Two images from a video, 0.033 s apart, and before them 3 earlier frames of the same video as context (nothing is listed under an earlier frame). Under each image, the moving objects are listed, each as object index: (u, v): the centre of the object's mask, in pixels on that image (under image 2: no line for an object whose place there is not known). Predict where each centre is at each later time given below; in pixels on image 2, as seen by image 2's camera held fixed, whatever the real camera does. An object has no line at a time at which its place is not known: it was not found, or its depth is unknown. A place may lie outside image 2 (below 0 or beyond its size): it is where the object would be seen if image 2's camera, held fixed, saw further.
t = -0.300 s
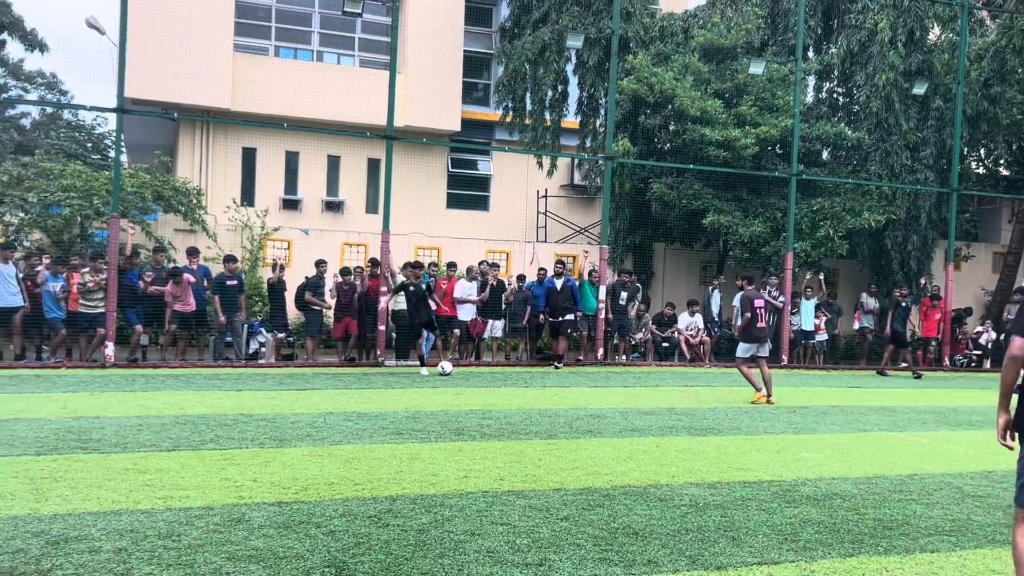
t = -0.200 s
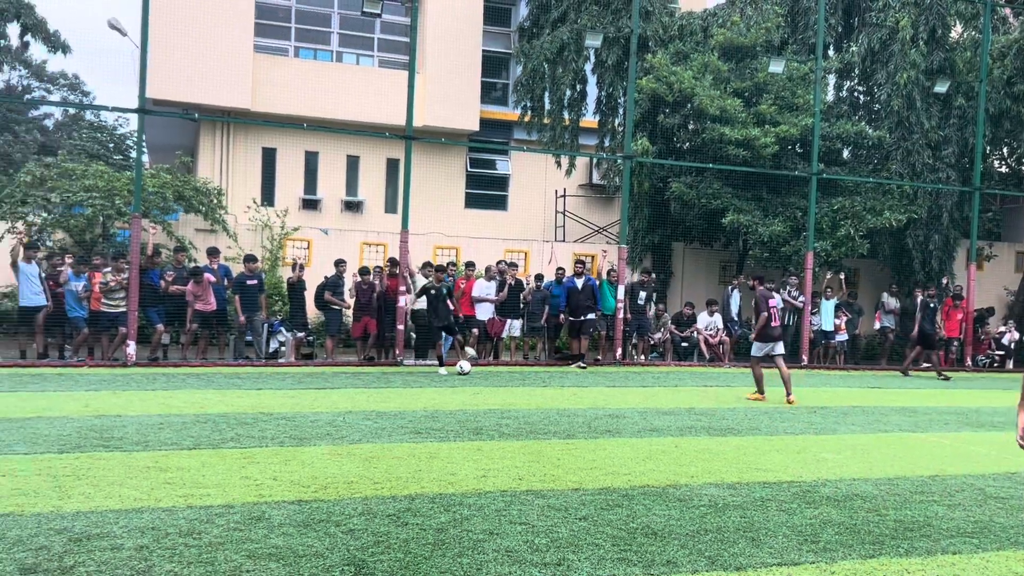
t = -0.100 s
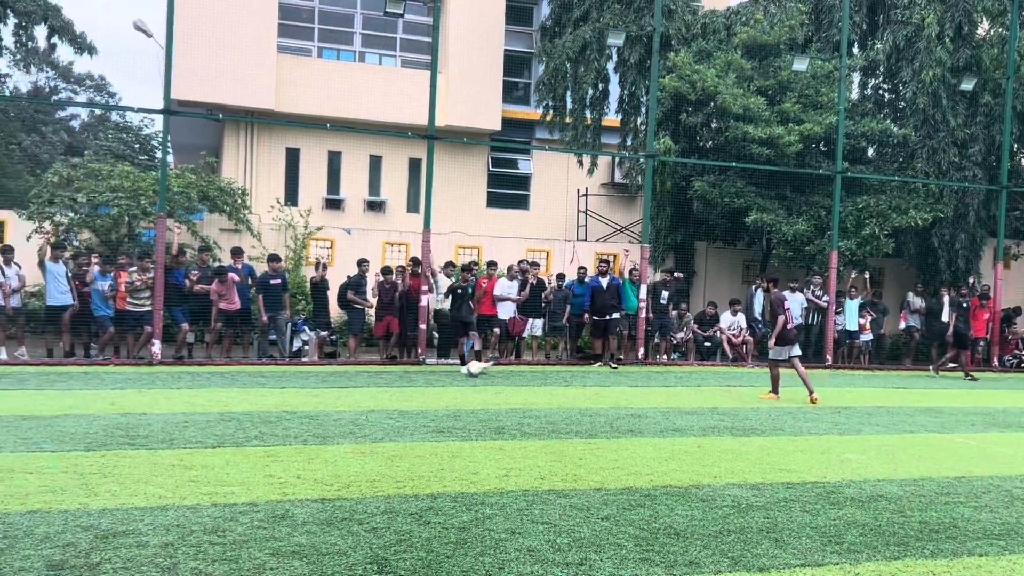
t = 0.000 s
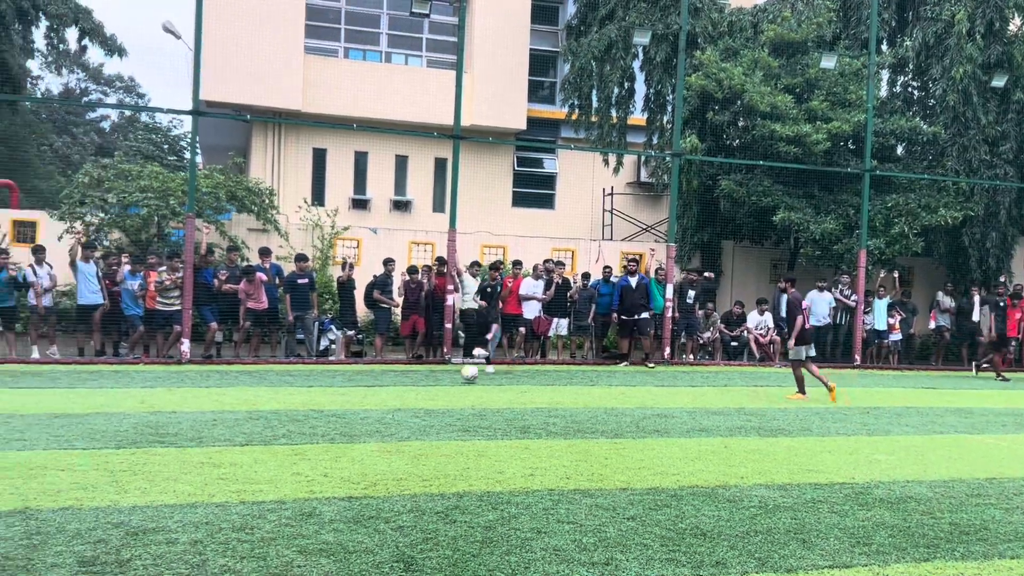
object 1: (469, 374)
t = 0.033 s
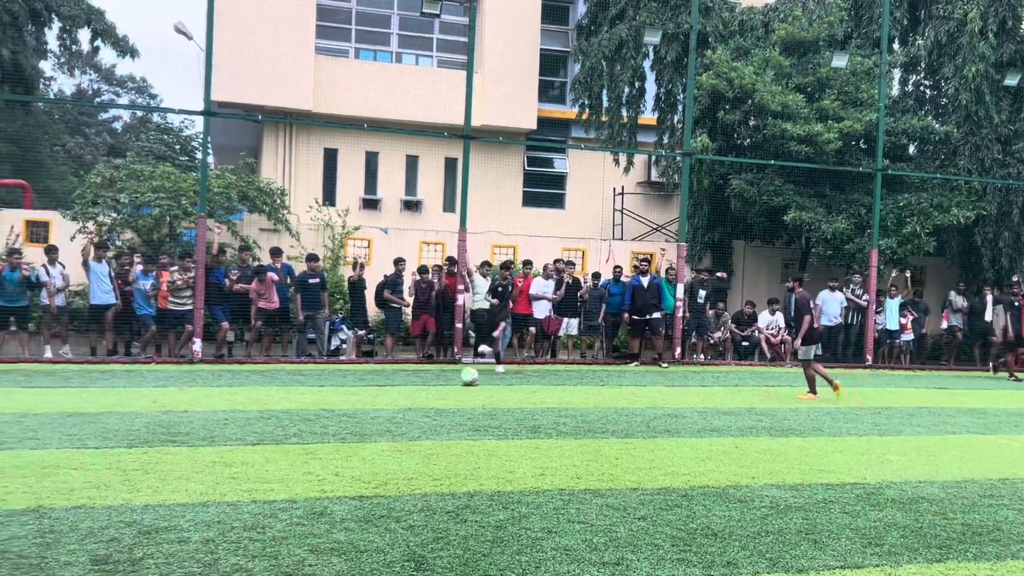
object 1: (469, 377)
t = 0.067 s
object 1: (459, 381)
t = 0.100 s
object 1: (447, 382)
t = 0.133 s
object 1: (437, 384)
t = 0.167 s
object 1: (426, 386)
